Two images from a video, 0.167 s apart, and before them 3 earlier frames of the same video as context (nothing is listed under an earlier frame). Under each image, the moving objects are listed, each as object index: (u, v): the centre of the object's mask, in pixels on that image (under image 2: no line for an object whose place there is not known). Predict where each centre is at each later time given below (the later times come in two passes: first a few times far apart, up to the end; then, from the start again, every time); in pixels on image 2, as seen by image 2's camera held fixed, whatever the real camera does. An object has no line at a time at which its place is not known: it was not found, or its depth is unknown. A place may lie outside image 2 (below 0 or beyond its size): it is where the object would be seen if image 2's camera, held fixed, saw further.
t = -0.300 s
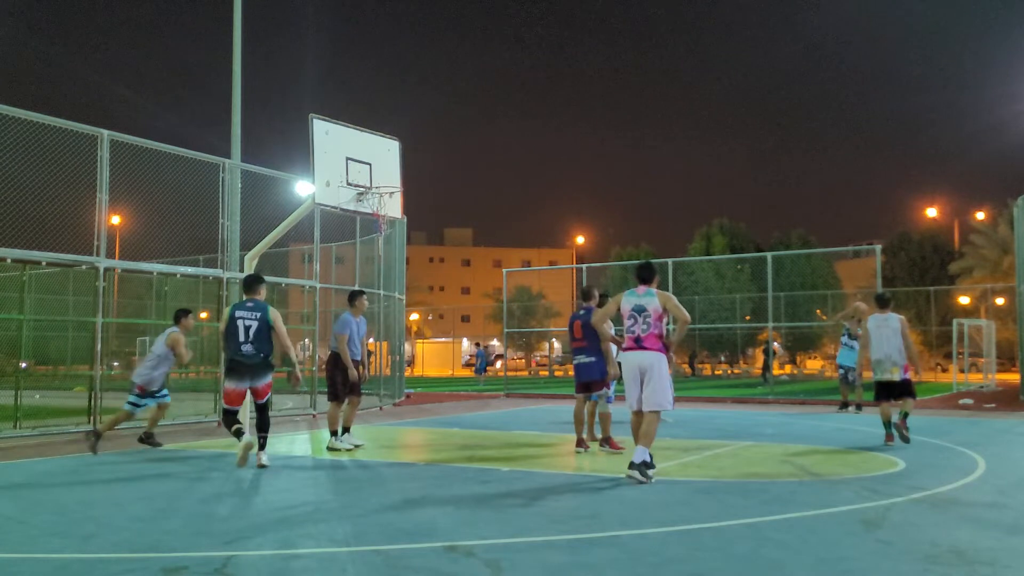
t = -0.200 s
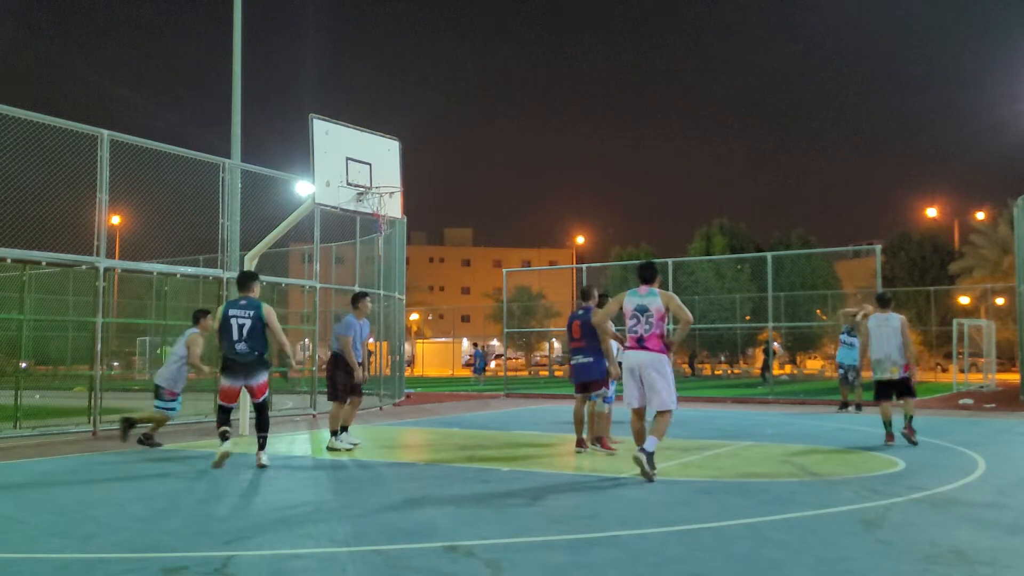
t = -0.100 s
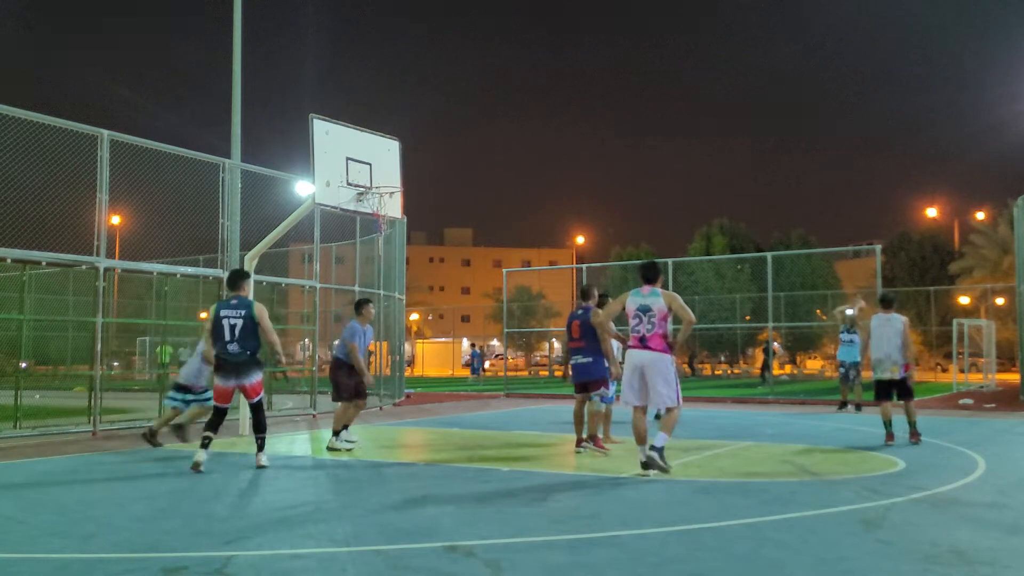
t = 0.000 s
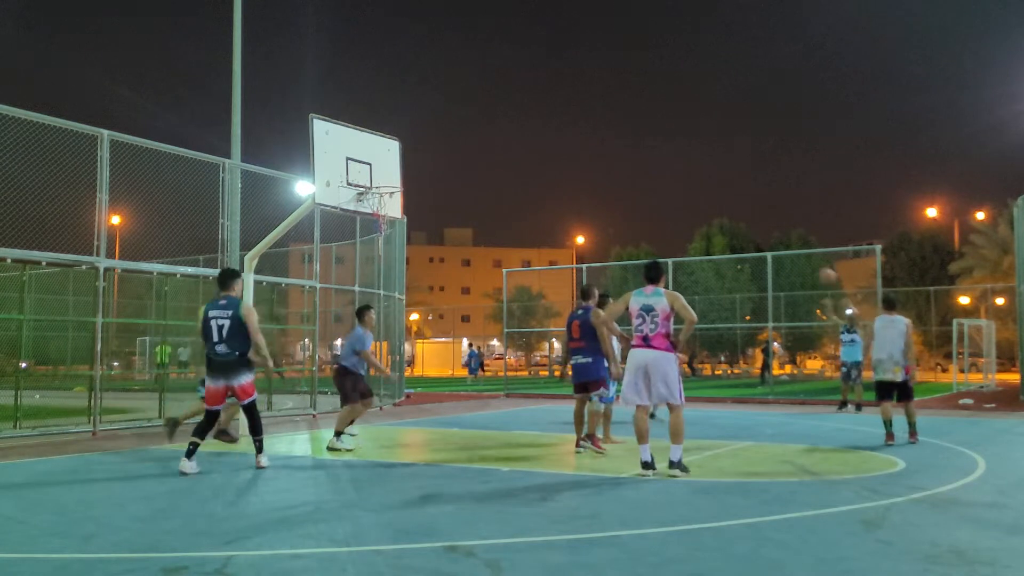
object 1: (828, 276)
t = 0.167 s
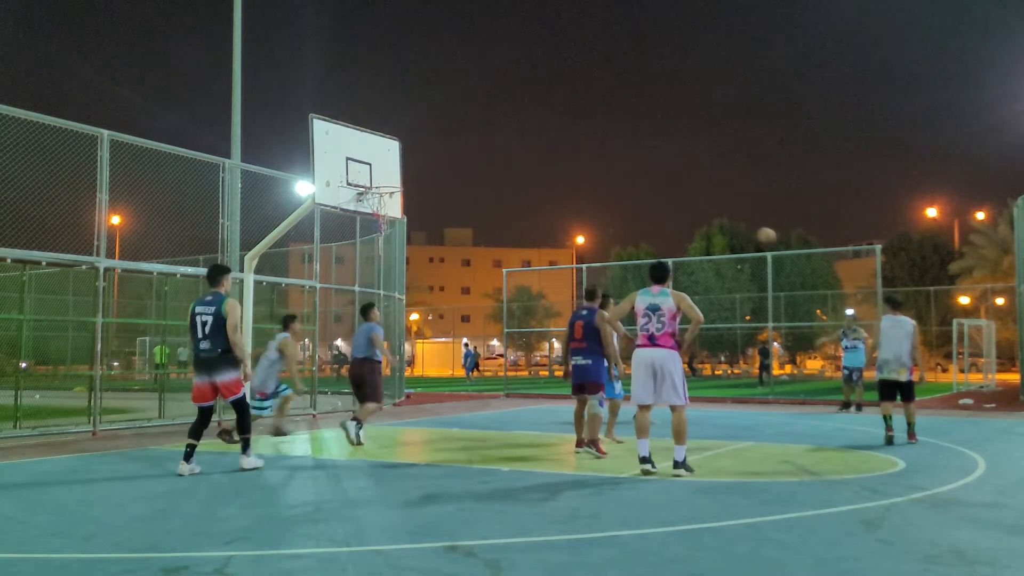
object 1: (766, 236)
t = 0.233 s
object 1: (741, 224)
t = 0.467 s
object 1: (651, 200)
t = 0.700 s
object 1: (554, 209)
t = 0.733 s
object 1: (540, 213)
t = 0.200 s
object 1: (754, 229)
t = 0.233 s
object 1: (741, 224)
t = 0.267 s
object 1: (728, 218)
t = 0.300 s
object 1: (716, 214)
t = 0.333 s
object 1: (703, 210)
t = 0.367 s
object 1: (690, 206)
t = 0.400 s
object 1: (677, 204)
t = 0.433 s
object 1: (664, 202)
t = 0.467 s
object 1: (651, 200)
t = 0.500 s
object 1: (638, 199)
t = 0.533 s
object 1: (624, 199)
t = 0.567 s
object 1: (610, 200)
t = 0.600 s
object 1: (596, 201)
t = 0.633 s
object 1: (582, 203)
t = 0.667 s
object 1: (568, 206)
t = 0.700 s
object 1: (554, 209)
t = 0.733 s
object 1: (540, 213)
